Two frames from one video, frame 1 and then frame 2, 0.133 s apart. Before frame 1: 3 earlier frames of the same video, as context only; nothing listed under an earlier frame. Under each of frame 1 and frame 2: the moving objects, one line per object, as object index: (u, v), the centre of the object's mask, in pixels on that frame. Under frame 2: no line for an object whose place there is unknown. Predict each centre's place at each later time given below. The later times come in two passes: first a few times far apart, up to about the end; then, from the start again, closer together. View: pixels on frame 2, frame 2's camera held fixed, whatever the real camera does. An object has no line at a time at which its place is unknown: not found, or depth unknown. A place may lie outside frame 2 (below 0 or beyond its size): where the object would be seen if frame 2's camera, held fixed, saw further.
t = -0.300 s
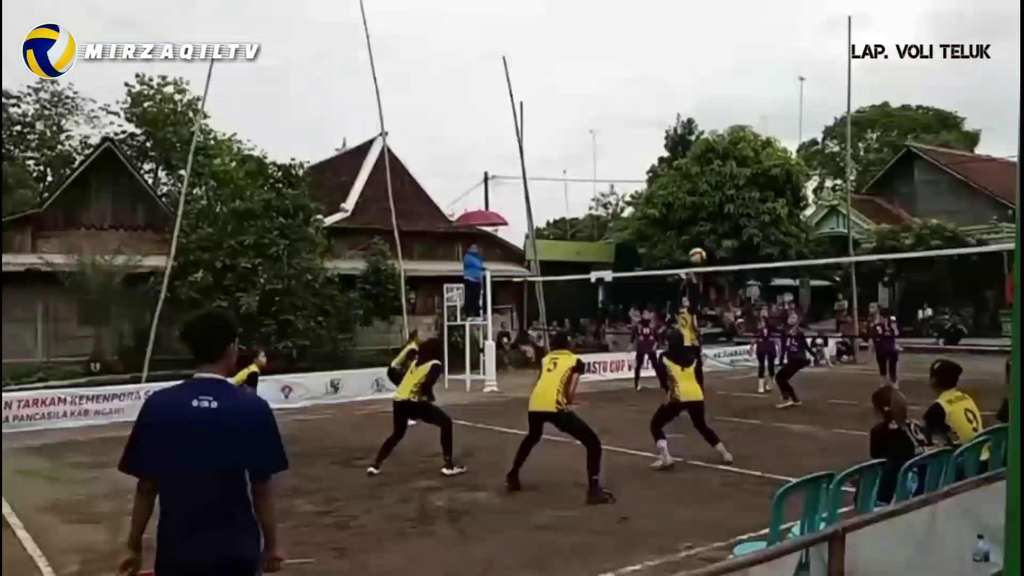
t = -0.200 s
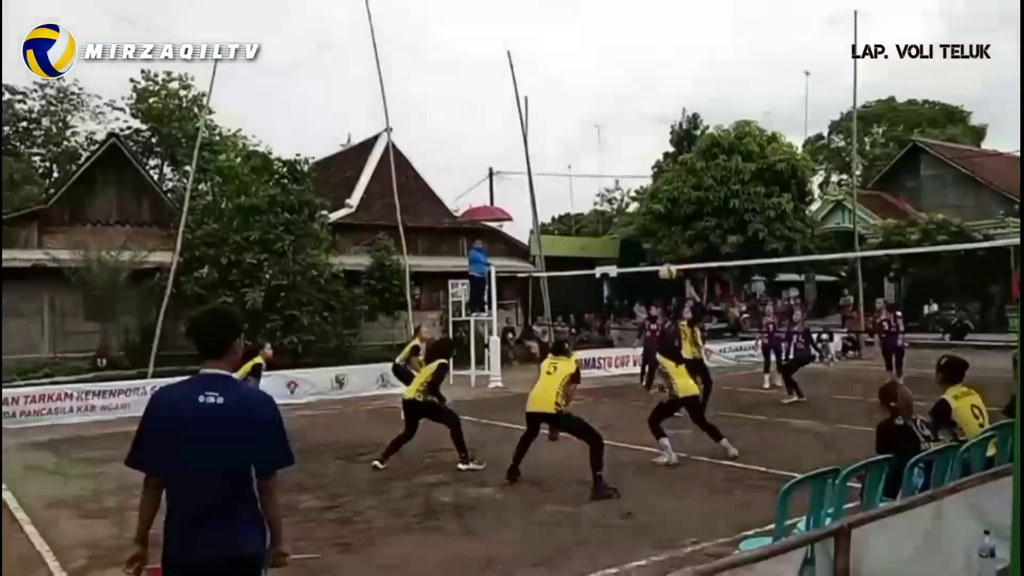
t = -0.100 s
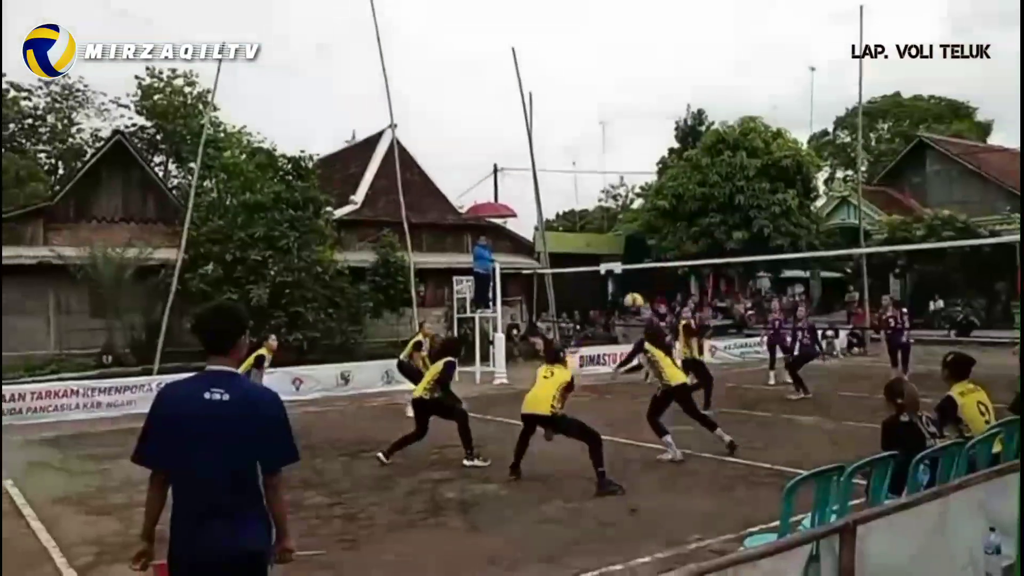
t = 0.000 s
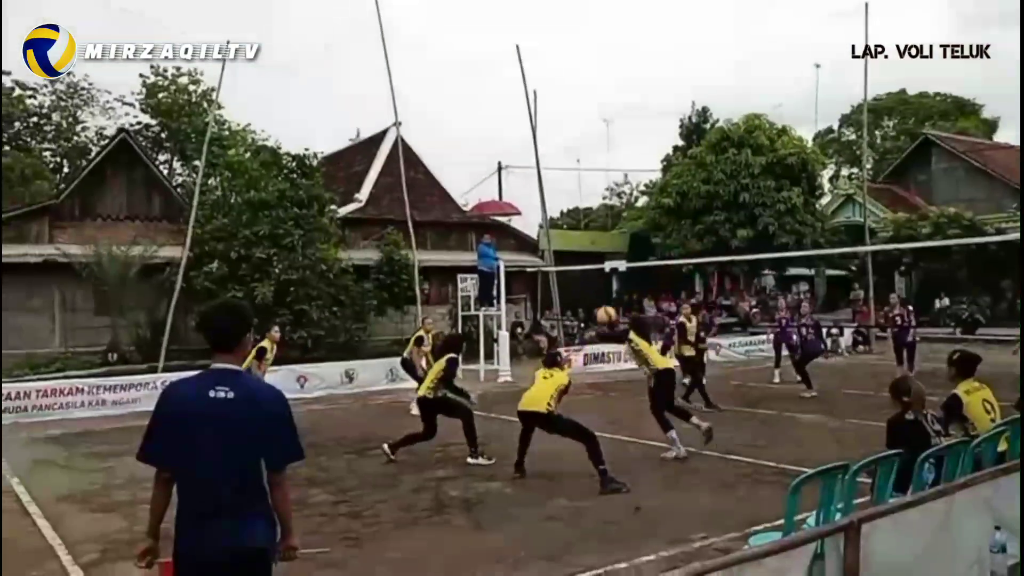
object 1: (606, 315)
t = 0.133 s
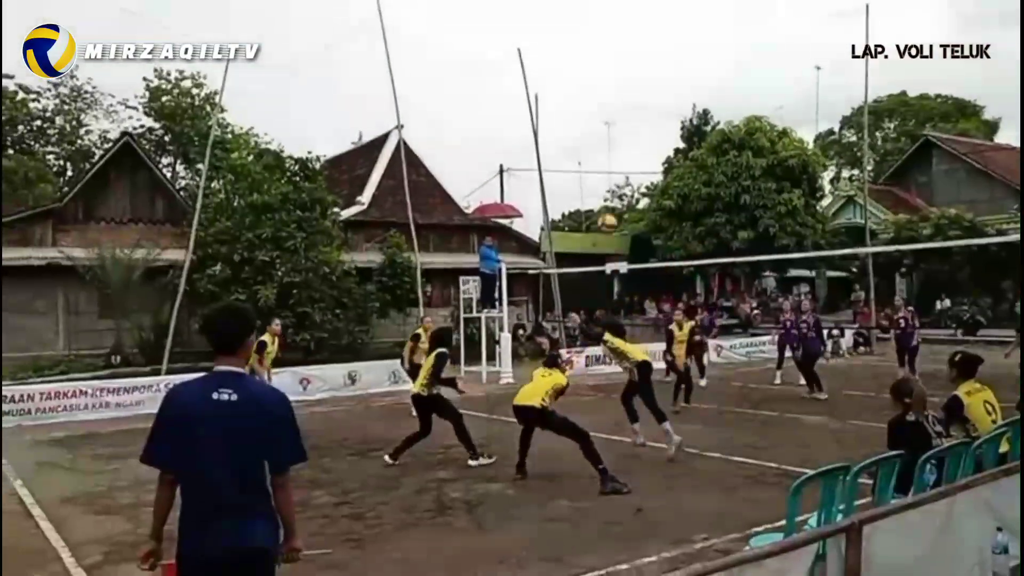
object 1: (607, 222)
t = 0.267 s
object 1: (608, 151)
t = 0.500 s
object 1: (611, 63)
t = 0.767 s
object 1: (615, 23)
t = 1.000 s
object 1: (617, 32)
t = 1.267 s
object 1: (622, 91)
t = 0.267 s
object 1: (608, 151)
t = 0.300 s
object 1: (609, 133)
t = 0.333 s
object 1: (609, 120)
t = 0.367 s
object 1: (609, 106)
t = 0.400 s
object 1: (610, 94)
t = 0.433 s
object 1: (610, 82)
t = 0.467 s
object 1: (611, 72)
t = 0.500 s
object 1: (611, 63)
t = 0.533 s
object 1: (611, 54)
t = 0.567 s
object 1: (612, 47)
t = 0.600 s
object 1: (612, 41)
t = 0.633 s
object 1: (613, 35)
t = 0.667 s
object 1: (613, 31)
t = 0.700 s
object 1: (613, 28)
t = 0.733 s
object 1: (614, 25)
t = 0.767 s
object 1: (615, 23)
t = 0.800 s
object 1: (615, 23)
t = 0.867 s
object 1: (615, 23)
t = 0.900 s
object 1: (616, 24)
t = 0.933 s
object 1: (616, 25)
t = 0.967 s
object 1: (617, 28)
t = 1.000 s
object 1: (617, 32)
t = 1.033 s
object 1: (618, 37)
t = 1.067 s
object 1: (619, 42)
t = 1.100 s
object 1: (619, 48)
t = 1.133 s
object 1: (620, 55)
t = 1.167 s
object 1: (620, 63)
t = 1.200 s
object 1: (621, 72)
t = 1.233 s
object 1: (622, 81)
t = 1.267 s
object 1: (622, 91)
